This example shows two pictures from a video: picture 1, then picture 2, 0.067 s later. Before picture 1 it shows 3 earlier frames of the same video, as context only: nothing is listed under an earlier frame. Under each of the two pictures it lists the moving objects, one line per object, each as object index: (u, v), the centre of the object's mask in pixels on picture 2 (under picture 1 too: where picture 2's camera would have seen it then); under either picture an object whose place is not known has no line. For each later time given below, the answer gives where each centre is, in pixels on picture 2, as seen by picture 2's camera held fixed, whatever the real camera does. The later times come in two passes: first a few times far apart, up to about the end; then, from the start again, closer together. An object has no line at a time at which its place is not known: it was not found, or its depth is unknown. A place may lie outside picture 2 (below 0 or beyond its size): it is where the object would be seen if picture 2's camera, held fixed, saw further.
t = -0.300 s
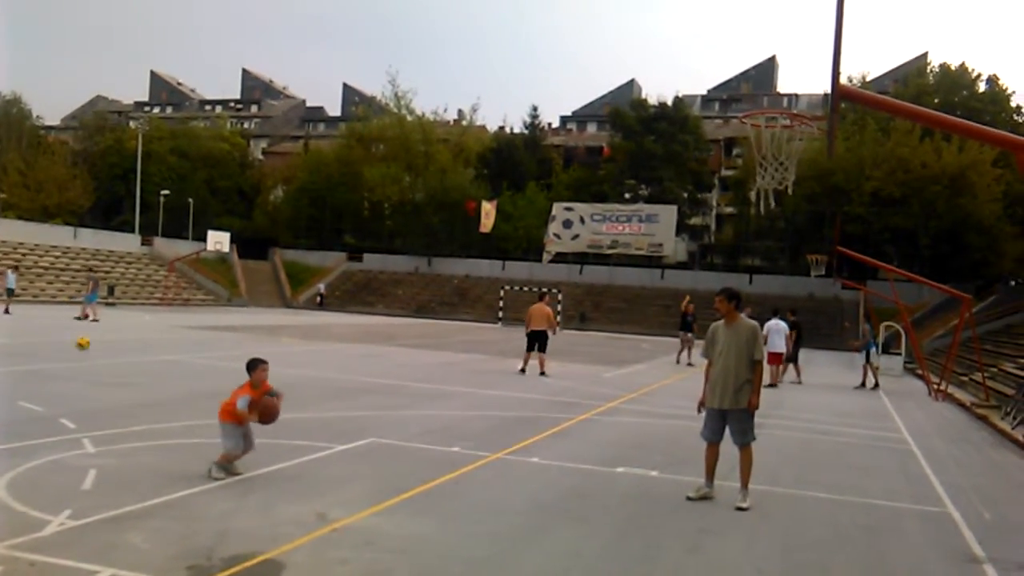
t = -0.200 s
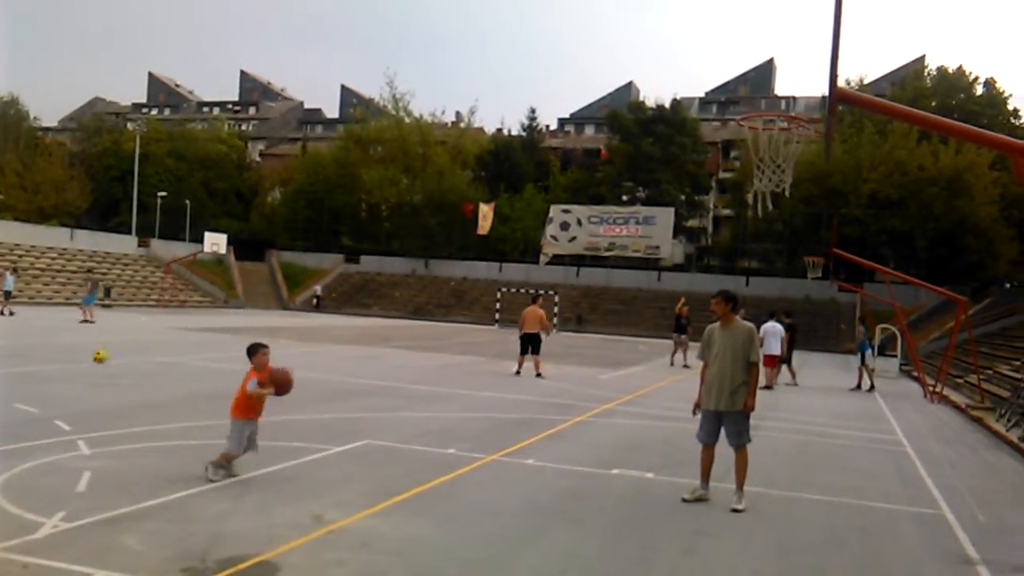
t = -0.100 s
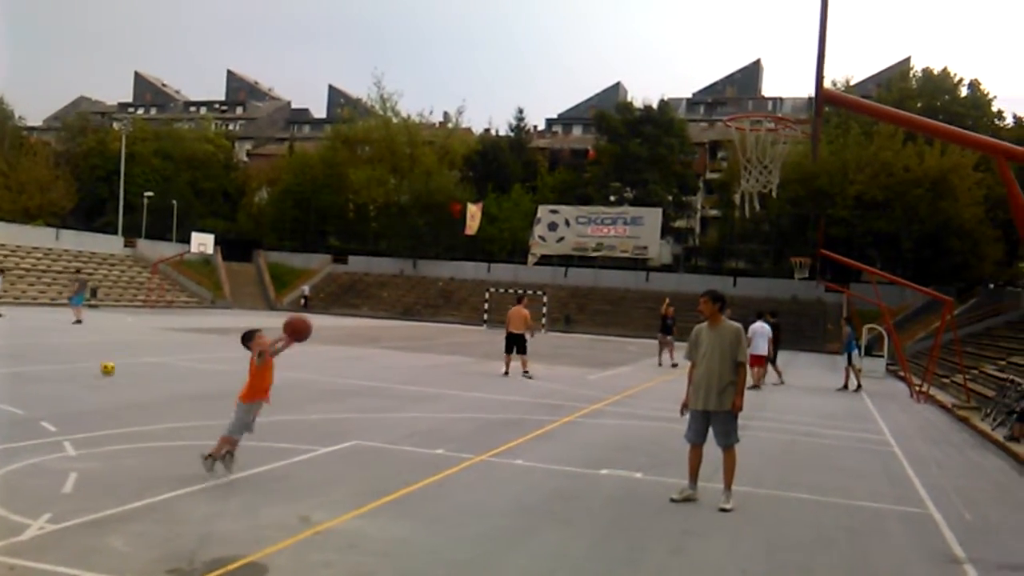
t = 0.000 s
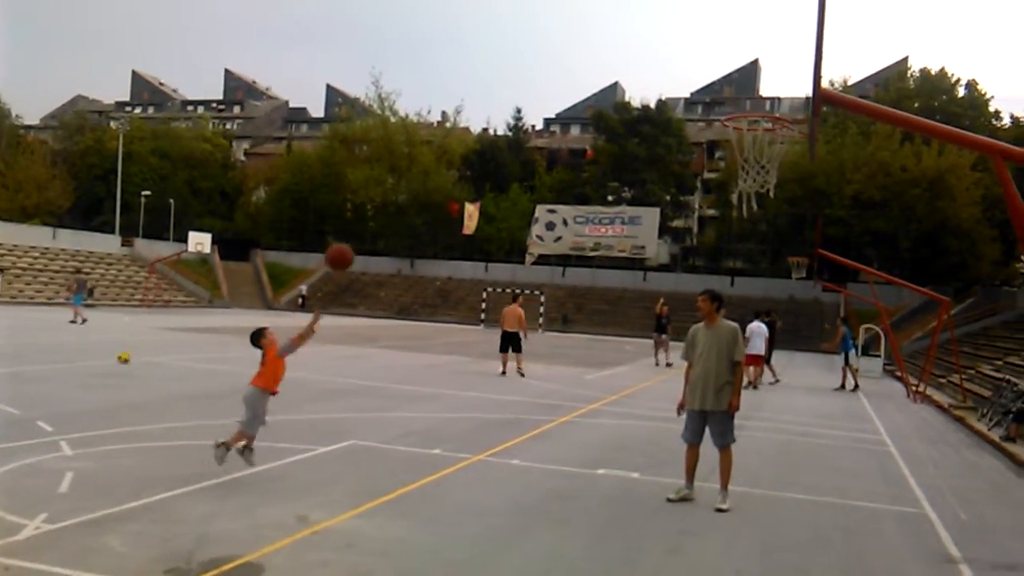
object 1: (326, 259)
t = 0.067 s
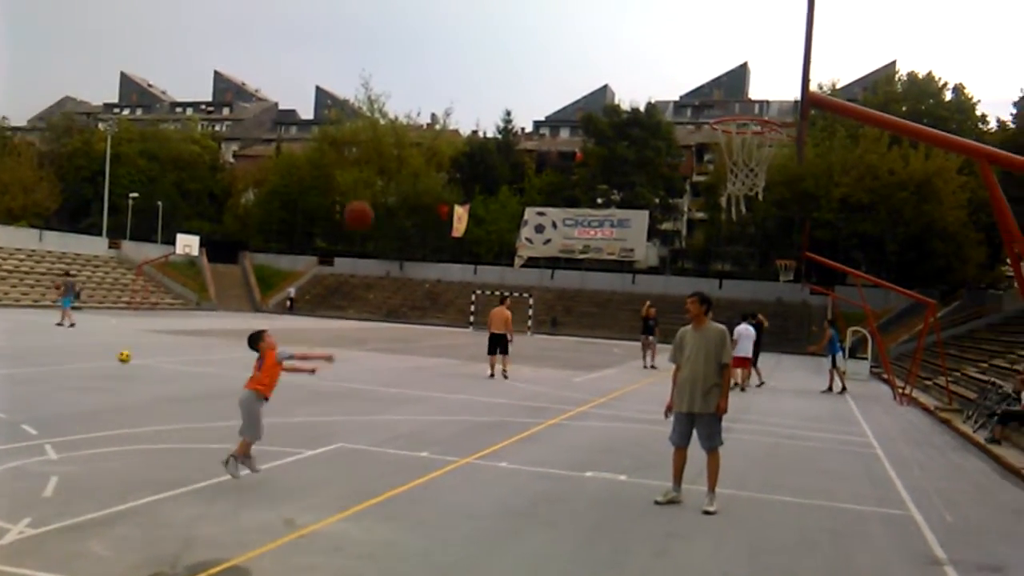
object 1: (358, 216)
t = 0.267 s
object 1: (452, 111)
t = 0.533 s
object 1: (580, 41)
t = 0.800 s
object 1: (714, 59)
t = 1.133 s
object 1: (692, 109)
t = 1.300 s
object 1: (625, 121)
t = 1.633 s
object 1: (495, 255)
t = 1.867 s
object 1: (402, 430)
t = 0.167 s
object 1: (407, 159)
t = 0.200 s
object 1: (421, 141)
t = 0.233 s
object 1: (436, 125)
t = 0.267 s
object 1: (452, 111)
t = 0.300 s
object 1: (468, 98)
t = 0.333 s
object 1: (484, 86)
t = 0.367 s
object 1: (500, 75)
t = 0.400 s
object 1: (515, 66)
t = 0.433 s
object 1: (530, 58)
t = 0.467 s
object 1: (547, 51)
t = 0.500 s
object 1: (563, 45)
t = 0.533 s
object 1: (580, 41)
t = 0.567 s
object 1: (598, 39)
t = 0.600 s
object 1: (614, 37)
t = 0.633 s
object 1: (630, 36)
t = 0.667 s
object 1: (647, 38)
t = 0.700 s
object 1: (663, 41)
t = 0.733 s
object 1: (680, 45)
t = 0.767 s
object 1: (696, 51)
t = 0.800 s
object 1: (714, 59)
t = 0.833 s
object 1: (732, 68)
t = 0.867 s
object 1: (750, 80)
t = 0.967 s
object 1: (765, 110)
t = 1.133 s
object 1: (692, 109)
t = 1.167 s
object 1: (678, 107)
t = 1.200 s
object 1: (663, 108)
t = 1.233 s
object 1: (650, 111)
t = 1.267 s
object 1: (638, 114)
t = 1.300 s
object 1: (625, 121)
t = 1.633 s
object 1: (495, 255)
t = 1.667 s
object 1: (481, 276)
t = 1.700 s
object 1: (468, 299)
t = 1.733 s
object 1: (455, 322)
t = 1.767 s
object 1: (443, 347)
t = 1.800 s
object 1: (430, 374)
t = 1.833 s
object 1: (416, 401)
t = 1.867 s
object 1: (402, 430)
